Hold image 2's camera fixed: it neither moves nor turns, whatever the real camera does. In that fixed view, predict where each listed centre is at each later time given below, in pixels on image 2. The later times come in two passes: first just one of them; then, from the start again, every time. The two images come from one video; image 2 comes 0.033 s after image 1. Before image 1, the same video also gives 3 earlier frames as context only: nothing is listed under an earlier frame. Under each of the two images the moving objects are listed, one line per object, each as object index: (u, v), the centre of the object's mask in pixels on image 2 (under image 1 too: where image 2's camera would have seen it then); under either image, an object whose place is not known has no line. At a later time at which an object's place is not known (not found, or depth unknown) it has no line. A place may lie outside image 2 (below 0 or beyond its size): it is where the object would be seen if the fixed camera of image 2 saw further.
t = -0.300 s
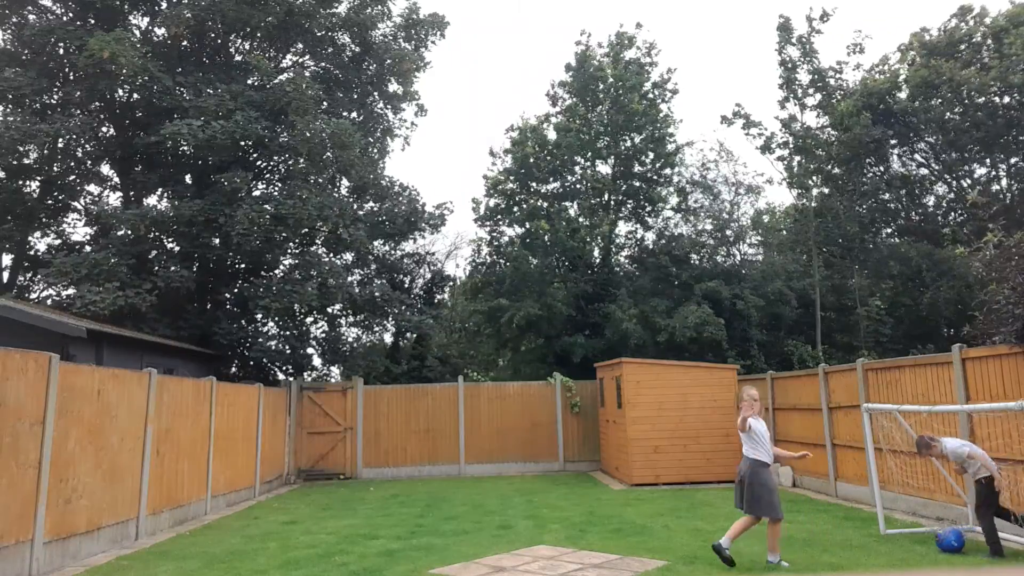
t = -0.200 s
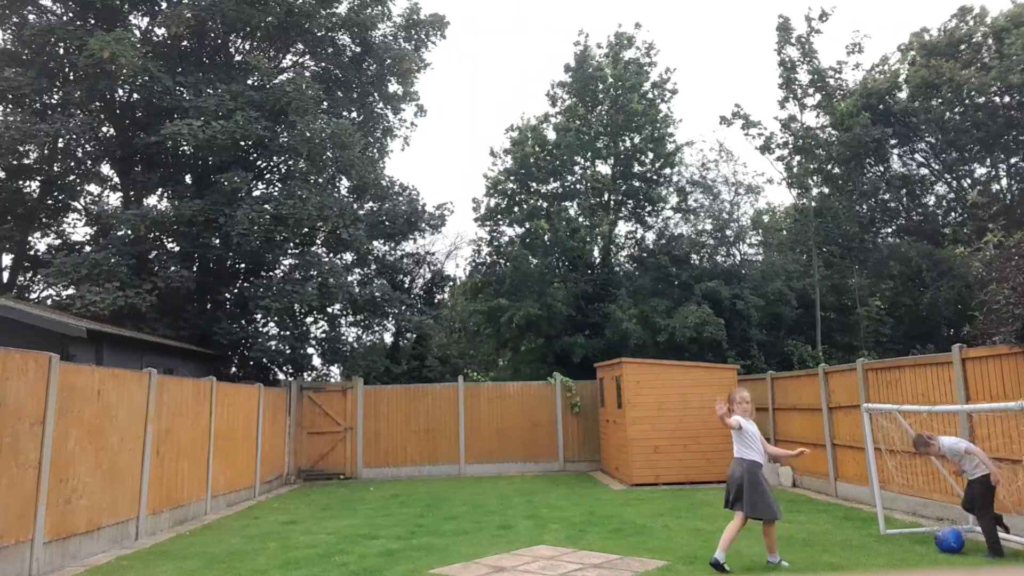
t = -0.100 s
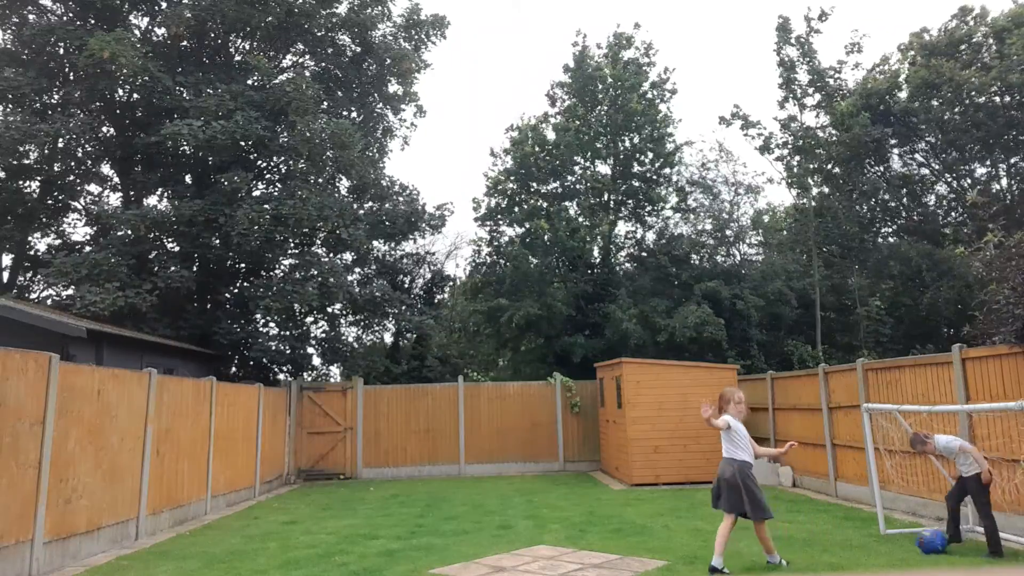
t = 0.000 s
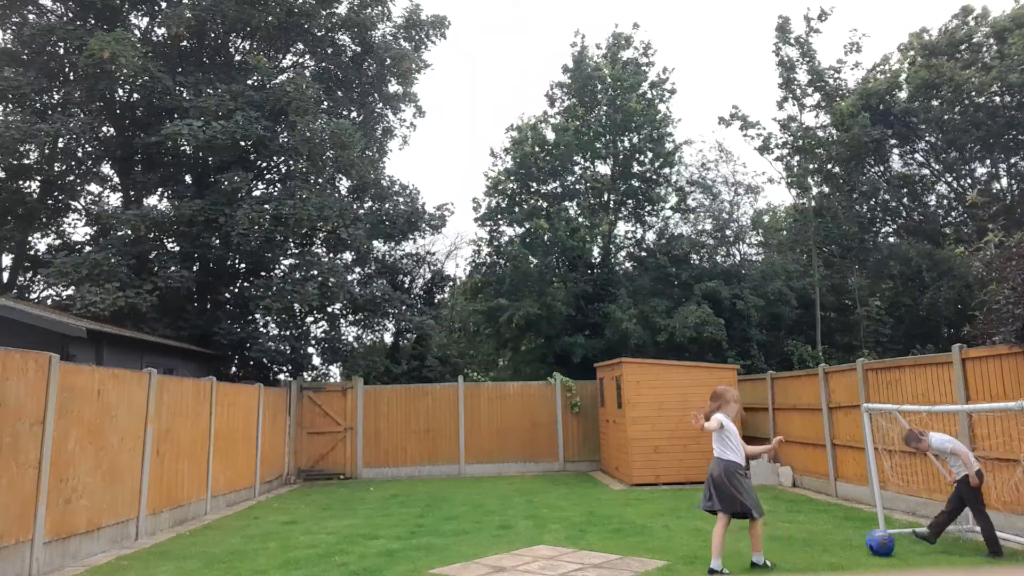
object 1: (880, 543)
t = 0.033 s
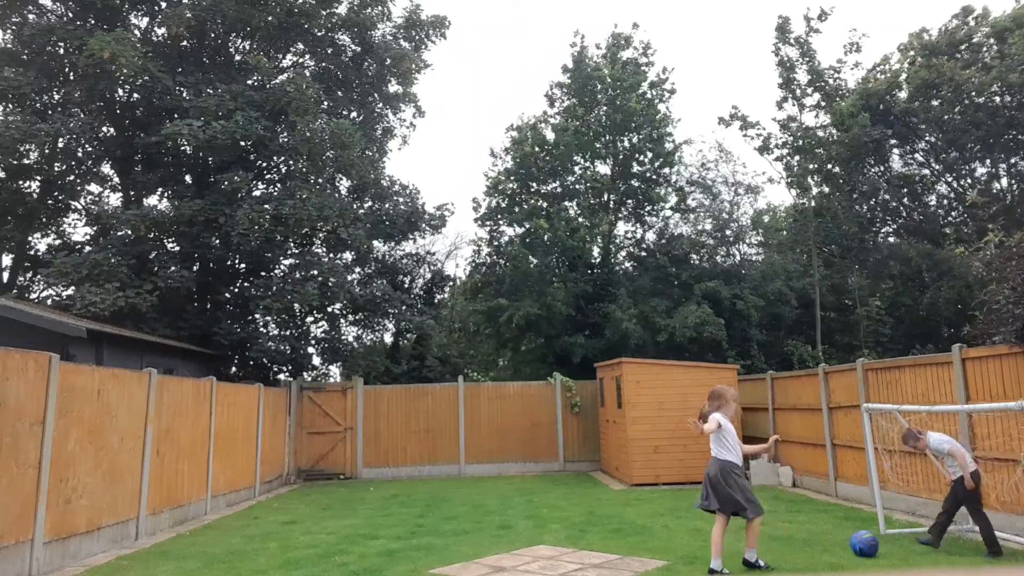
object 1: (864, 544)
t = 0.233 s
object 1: (793, 544)
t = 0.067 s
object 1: (851, 543)
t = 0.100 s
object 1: (838, 543)
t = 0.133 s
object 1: (826, 544)
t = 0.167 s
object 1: (814, 545)
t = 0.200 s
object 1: (803, 545)
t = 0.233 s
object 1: (793, 544)
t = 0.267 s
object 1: (783, 544)
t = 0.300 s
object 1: (774, 545)
